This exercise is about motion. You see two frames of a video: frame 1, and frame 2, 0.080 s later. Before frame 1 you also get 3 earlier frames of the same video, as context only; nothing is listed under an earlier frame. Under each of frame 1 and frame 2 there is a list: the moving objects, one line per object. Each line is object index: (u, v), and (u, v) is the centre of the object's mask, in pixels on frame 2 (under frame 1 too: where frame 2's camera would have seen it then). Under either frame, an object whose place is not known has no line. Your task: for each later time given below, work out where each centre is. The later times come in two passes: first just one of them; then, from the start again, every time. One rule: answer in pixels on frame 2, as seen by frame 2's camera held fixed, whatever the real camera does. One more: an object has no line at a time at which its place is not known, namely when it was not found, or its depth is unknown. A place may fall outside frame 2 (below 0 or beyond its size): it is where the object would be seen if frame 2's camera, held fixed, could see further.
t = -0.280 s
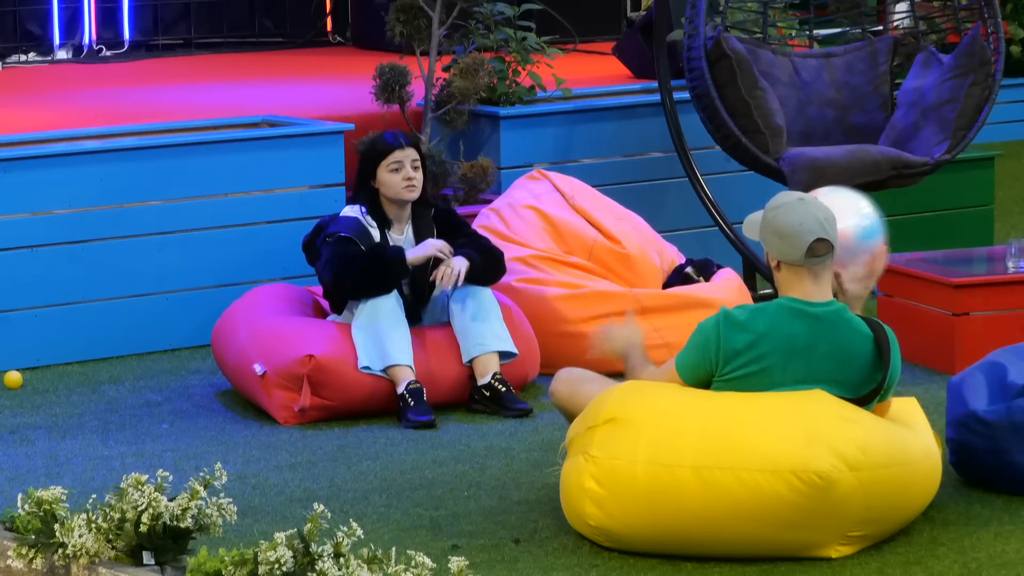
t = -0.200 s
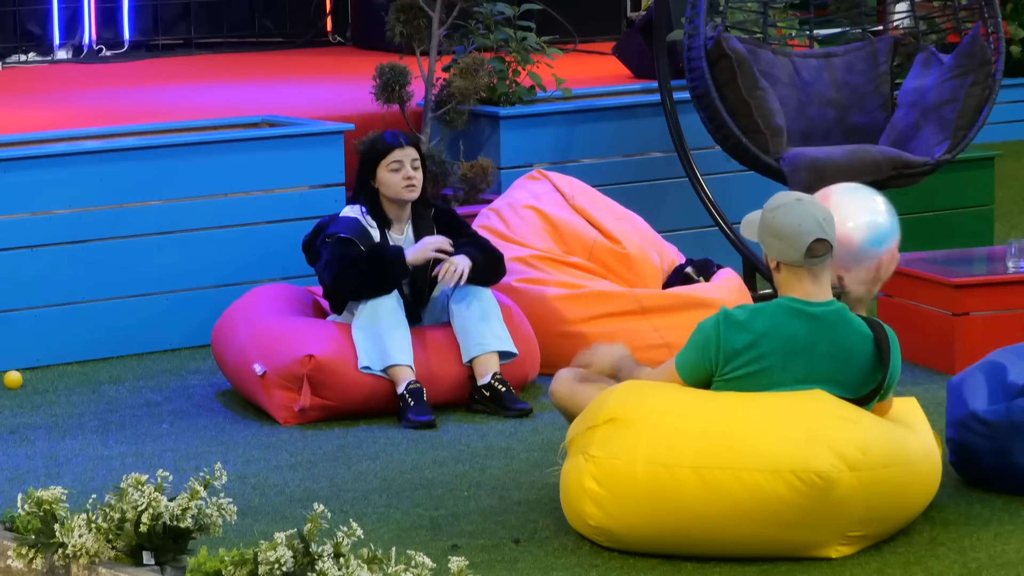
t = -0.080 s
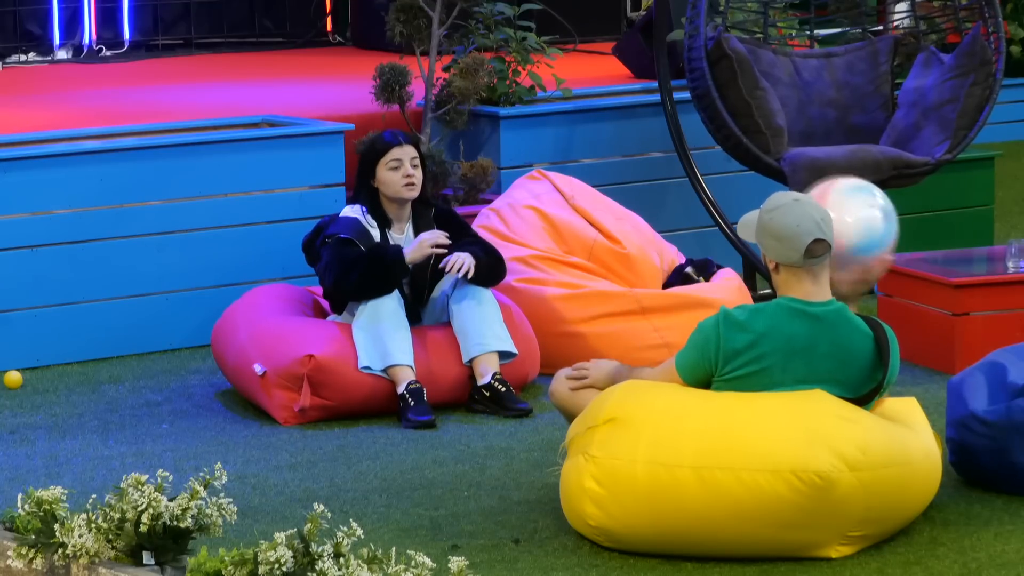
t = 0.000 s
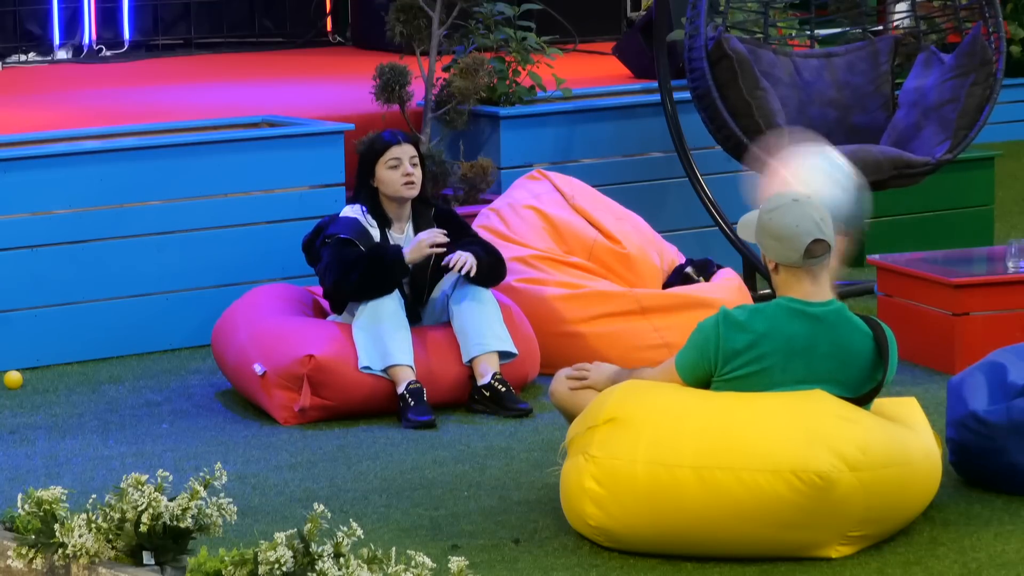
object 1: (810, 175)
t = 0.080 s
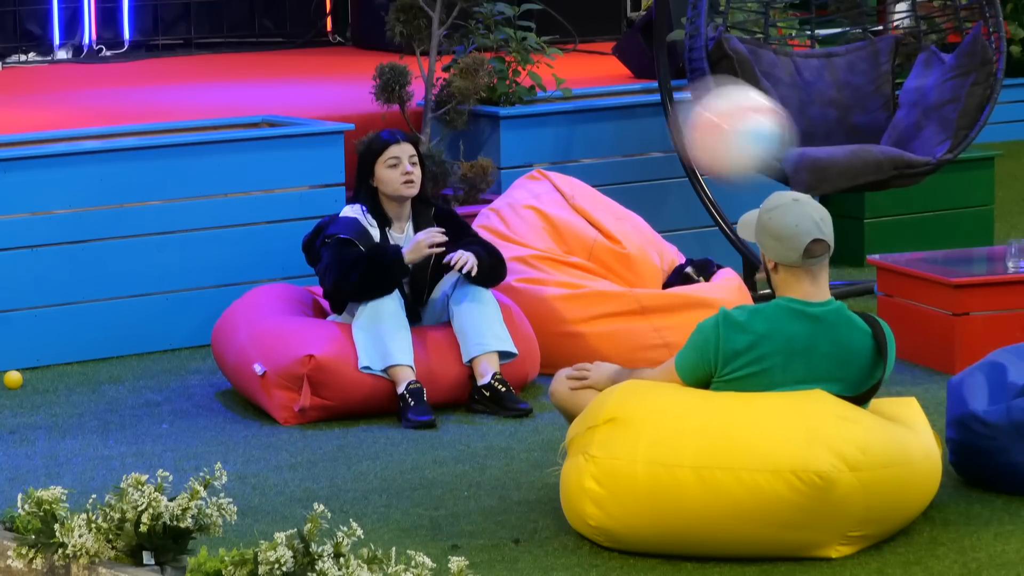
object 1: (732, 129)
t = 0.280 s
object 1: (578, 96)
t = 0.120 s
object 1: (699, 112)
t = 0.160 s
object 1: (668, 100)
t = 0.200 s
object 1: (636, 92)
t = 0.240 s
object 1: (607, 91)
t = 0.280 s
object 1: (578, 96)
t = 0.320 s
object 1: (551, 105)
